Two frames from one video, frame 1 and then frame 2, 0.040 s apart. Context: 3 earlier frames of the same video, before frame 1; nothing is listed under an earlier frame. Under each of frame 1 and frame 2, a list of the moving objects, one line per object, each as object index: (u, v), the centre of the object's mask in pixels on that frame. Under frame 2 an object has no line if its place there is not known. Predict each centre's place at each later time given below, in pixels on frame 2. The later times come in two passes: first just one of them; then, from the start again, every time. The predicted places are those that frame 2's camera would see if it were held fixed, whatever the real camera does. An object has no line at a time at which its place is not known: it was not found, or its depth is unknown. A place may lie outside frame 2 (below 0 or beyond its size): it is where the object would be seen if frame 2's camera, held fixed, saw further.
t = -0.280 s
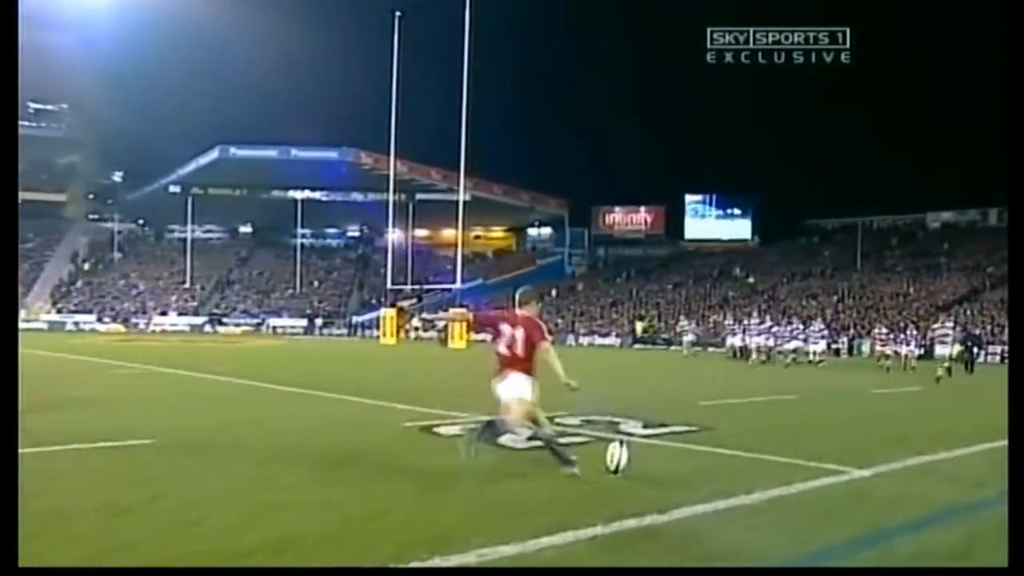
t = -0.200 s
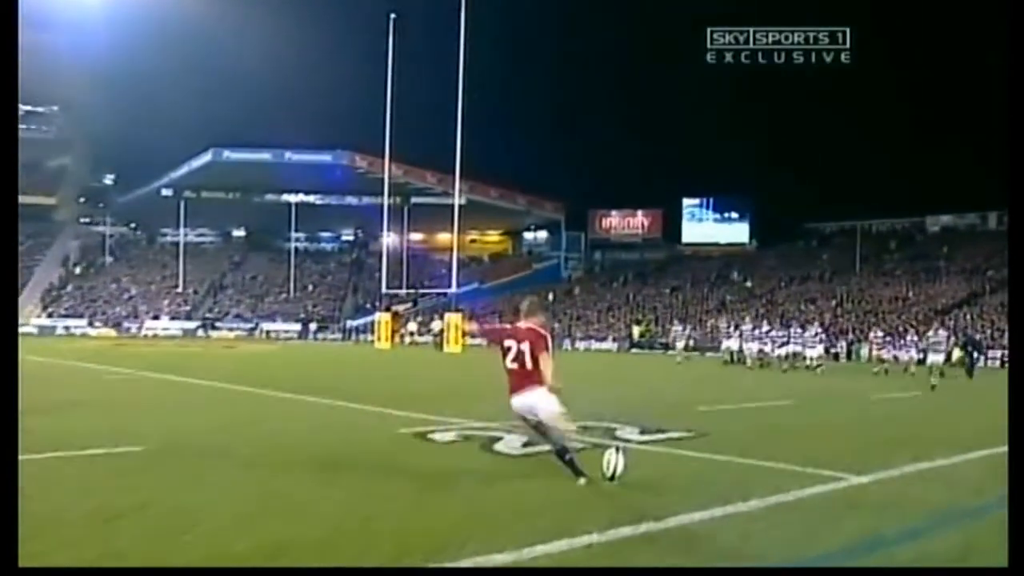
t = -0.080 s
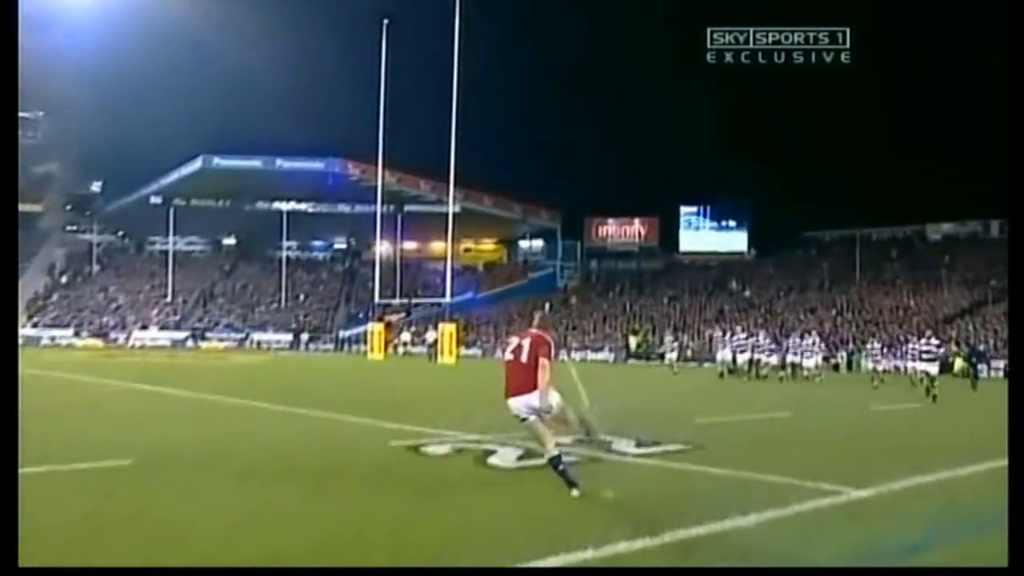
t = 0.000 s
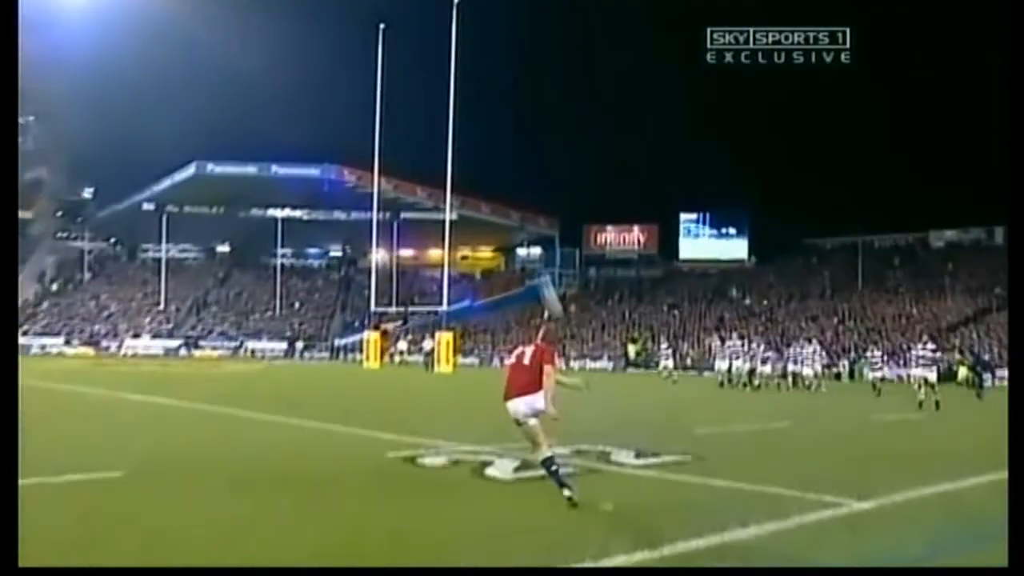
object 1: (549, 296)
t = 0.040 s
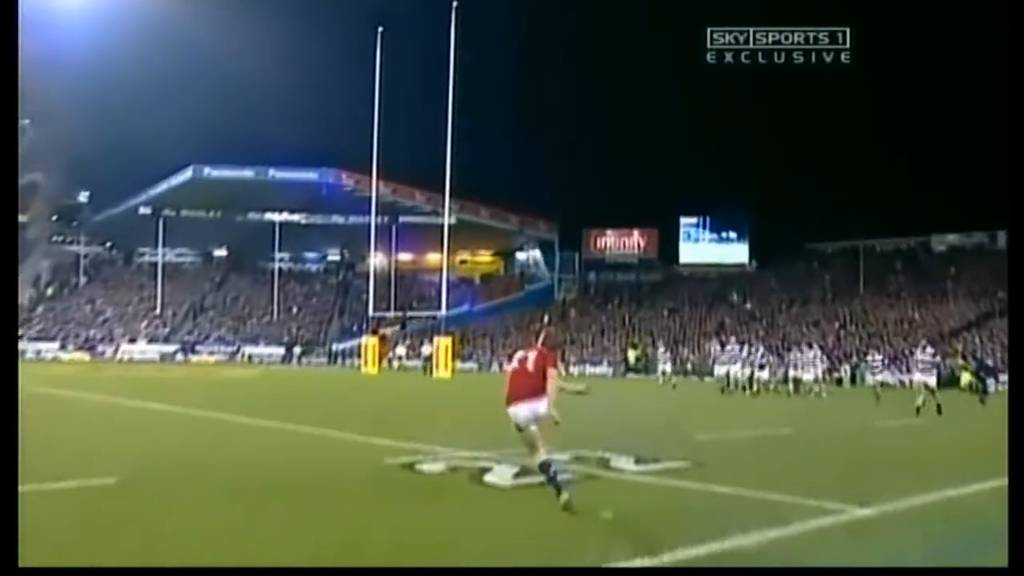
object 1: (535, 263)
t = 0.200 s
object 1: (503, 164)
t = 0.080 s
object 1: (526, 230)
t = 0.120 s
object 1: (519, 206)
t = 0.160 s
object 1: (511, 184)
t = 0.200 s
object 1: (503, 164)
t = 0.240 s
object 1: (498, 148)
